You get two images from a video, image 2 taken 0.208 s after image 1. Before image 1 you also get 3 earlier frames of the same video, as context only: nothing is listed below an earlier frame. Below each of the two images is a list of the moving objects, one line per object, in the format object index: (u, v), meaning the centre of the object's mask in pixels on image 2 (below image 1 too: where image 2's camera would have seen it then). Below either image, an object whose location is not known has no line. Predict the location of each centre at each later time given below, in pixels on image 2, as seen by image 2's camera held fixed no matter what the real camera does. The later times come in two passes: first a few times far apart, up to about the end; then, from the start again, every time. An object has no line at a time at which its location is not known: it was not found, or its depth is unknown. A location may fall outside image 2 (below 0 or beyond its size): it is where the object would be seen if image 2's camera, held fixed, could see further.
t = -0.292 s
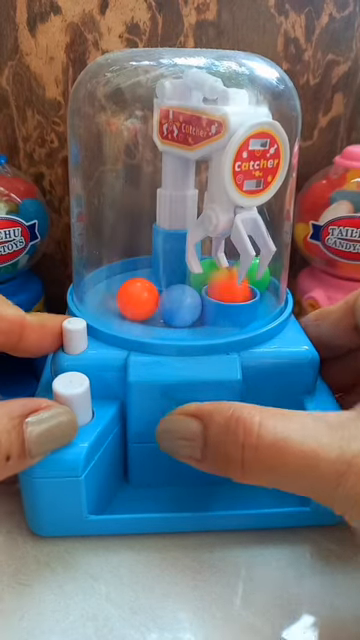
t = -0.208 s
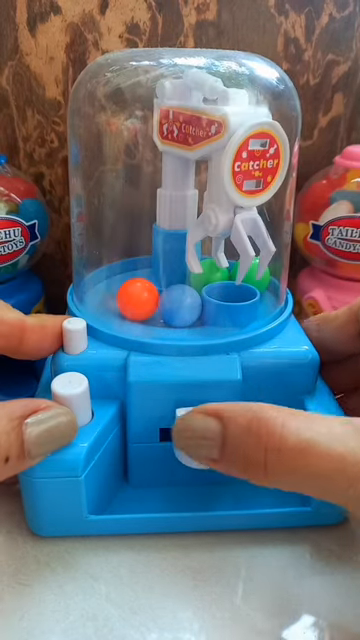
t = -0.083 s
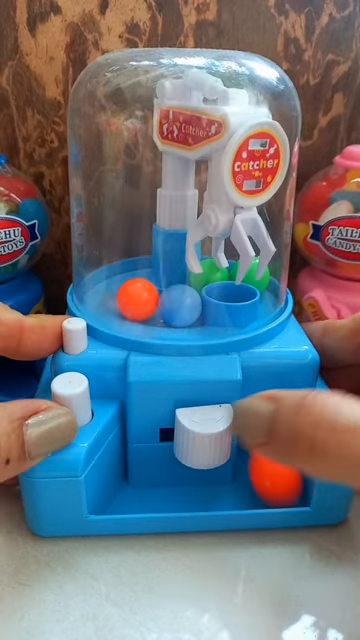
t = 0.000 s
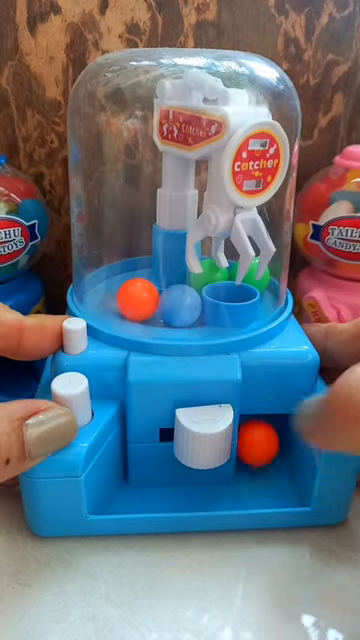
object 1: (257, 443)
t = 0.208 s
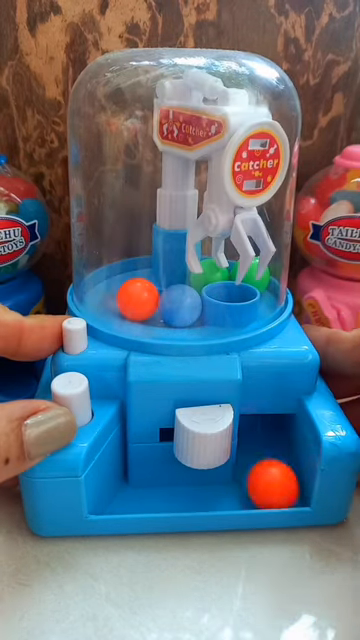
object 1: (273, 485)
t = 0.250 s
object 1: (270, 479)
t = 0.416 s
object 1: (268, 457)
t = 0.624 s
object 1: (259, 470)
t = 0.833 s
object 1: (259, 474)
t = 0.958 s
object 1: (259, 474)
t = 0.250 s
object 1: (270, 479)
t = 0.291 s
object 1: (267, 471)
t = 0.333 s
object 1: (265, 464)
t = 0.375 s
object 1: (264, 459)
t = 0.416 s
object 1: (268, 457)
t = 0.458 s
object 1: (268, 459)
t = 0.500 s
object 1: (265, 462)
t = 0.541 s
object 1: (262, 464)
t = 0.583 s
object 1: (260, 467)
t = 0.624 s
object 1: (259, 470)
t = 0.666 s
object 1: (258, 472)
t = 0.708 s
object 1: (258, 474)
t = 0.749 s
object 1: (258, 475)
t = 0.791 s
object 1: (260, 475)
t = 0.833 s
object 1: (259, 474)
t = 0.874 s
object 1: (258, 473)
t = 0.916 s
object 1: (258, 473)
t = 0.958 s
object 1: (259, 474)
